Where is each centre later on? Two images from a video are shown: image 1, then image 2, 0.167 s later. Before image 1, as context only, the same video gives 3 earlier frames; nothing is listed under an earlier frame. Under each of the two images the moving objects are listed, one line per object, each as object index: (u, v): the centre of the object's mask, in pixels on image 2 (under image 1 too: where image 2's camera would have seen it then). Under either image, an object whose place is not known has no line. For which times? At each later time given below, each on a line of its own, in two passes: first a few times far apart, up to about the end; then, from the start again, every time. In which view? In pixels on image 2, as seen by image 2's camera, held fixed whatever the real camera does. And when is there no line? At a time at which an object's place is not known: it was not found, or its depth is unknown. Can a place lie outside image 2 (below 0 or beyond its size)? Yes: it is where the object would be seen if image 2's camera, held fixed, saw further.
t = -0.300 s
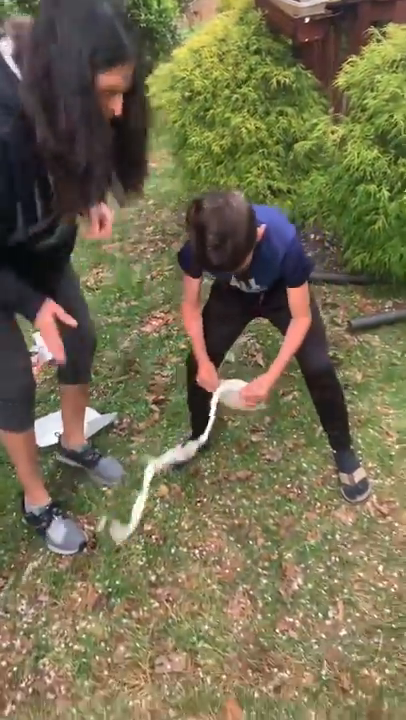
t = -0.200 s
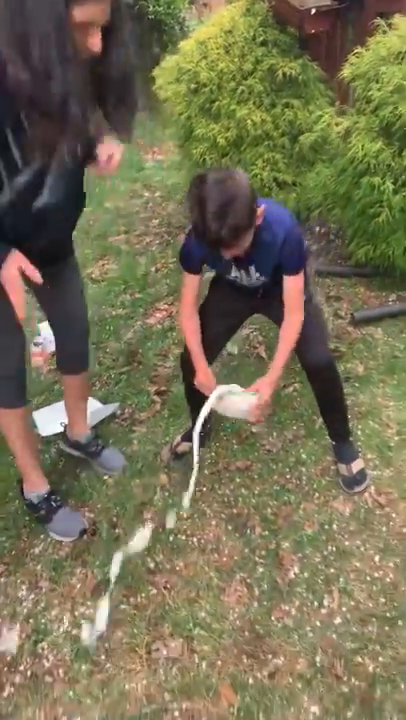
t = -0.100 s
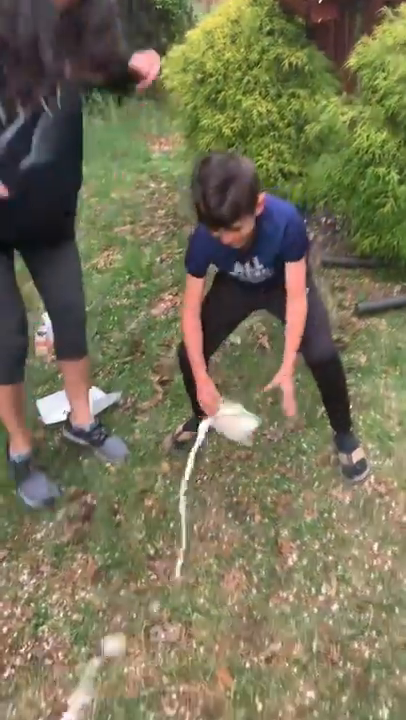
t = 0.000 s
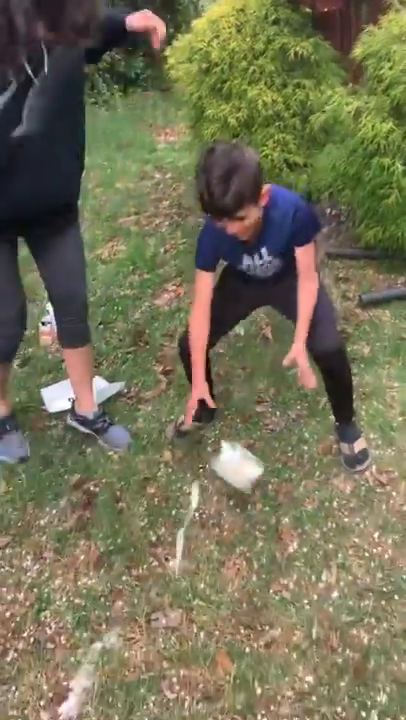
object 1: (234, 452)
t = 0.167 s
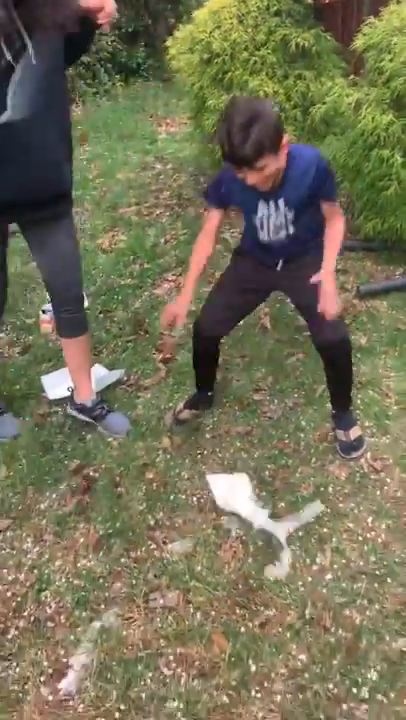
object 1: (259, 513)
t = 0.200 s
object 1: (262, 518)
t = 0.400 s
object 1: (249, 517)
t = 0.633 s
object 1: (248, 517)
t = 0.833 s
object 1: (248, 517)
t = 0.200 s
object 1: (262, 518)
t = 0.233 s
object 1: (249, 517)
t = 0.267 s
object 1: (249, 518)
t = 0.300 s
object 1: (248, 518)
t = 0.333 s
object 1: (249, 518)
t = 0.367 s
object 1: (249, 517)
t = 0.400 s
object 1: (249, 517)
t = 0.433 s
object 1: (249, 517)
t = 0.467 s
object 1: (248, 517)
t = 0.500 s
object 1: (248, 517)
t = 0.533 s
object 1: (248, 517)
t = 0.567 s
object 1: (247, 516)
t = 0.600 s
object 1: (248, 517)
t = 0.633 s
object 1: (248, 517)
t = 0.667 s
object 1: (248, 517)
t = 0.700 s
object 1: (247, 517)
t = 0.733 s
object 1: (248, 517)
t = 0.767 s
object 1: (247, 517)
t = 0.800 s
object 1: (248, 517)
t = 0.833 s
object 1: (248, 517)
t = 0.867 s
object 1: (248, 517)
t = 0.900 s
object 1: (248, 517)
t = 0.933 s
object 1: (248, 517)
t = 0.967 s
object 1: (248, 517)
